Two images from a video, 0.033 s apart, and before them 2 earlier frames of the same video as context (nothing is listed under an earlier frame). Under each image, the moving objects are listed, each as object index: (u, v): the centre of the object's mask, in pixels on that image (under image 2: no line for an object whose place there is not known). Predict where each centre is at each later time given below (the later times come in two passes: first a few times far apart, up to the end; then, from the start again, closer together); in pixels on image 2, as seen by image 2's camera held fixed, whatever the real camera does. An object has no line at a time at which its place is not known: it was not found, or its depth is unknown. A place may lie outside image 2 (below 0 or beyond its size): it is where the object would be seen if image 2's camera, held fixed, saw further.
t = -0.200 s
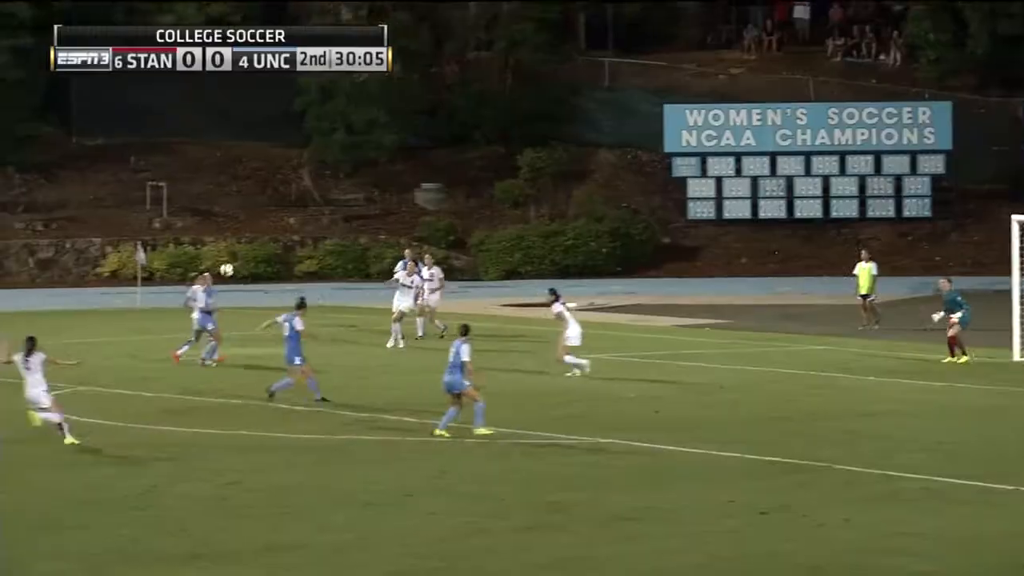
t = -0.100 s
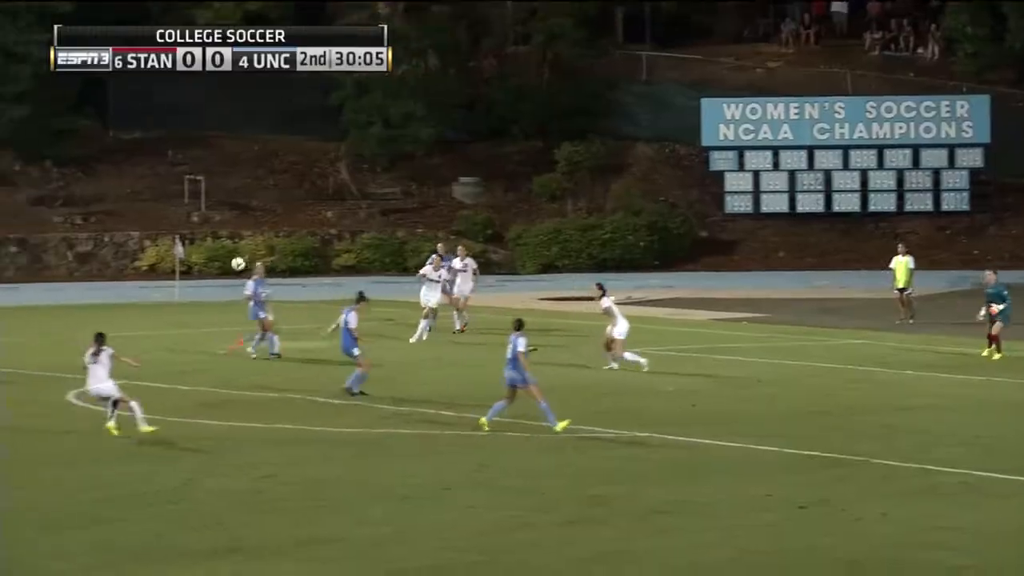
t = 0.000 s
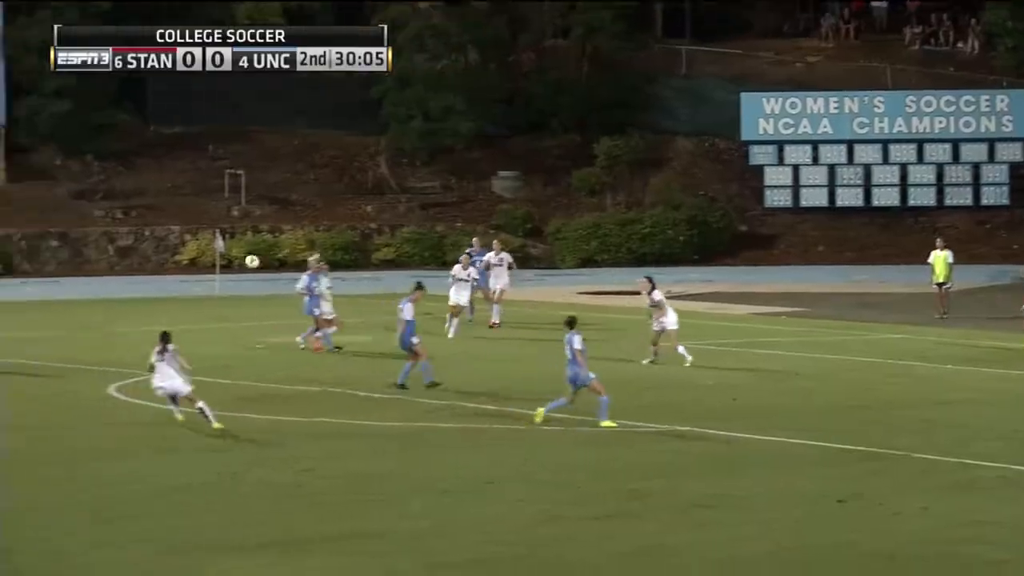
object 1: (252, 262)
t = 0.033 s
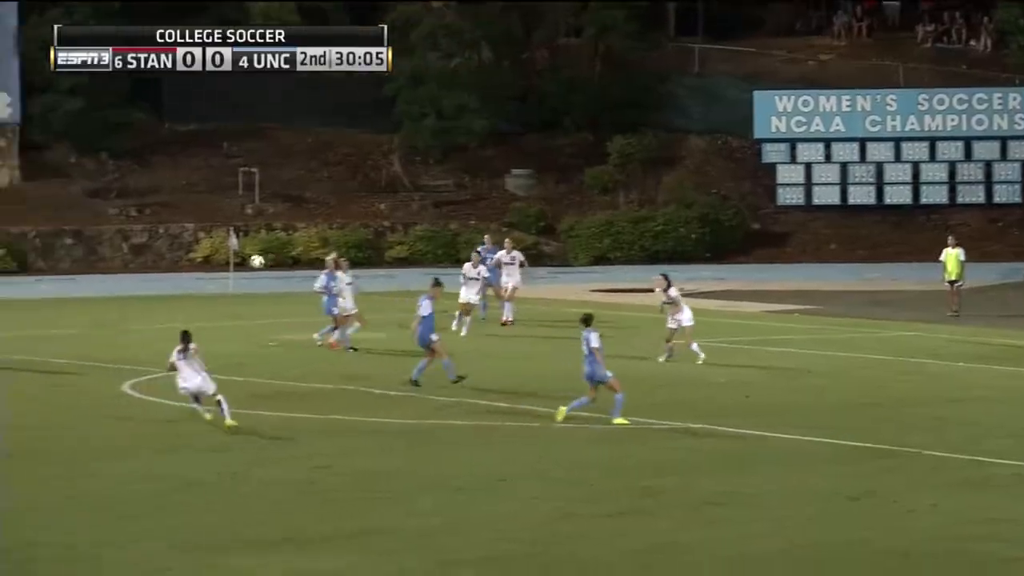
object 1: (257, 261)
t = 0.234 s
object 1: (208, 283)
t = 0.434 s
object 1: (160, 322)
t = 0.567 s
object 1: (129, 360)
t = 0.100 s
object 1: (241, 266)
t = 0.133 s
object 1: (232, 270)
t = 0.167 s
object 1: (224, 273)
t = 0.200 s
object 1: (217, 278)
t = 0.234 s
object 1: (208, 283)
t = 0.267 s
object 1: (200, 288)
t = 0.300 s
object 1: (192, 294)
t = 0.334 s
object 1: (184, 300)
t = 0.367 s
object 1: (176, 307)
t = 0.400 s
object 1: (168, 314)
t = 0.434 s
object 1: (160, 322)
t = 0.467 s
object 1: (152, 332)
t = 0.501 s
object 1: (144, 340)
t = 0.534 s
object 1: (136, 350)
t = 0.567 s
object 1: (129, 360)
